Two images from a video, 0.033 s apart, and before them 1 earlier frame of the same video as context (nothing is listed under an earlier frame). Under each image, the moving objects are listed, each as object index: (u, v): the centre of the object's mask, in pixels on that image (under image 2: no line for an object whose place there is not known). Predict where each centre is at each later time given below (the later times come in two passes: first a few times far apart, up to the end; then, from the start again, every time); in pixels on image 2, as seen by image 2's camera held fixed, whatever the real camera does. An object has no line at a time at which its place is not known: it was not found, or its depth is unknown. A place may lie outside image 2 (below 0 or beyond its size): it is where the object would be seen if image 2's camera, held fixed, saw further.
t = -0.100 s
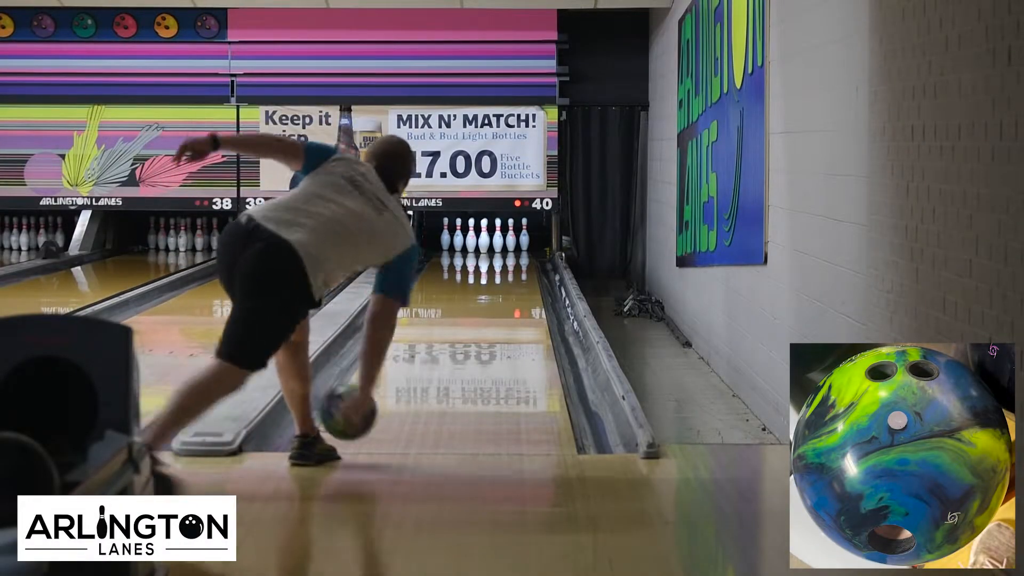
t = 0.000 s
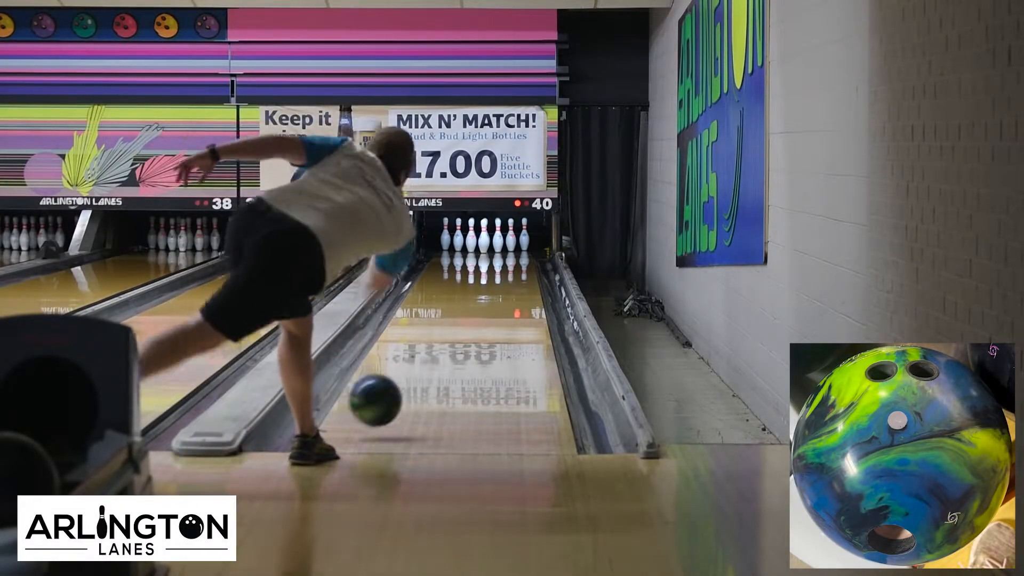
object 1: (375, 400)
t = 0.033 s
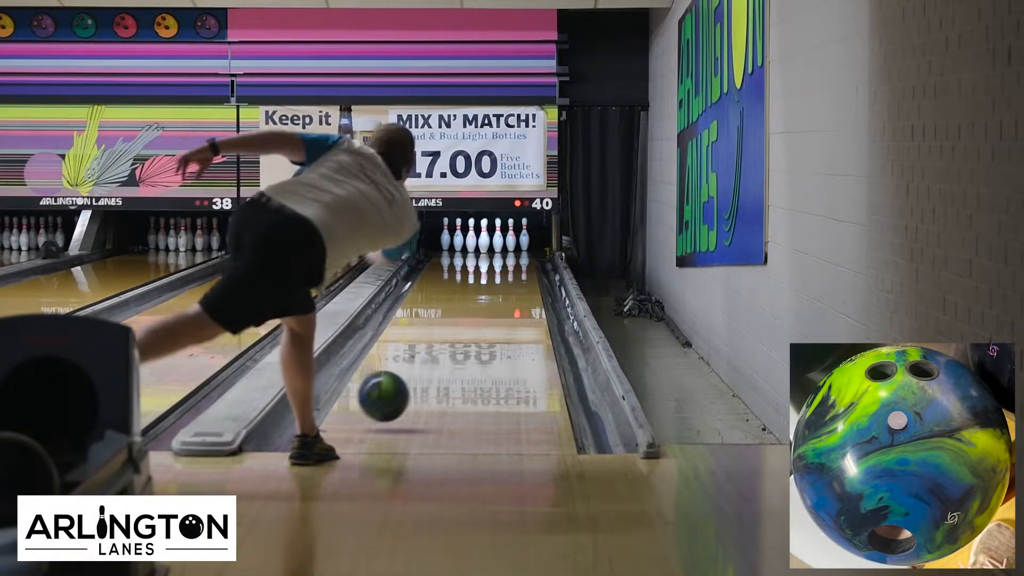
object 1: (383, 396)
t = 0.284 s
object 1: (432, 362)
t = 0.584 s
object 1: (470, 327)
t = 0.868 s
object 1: (493, 304)
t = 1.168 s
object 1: (508, 284)
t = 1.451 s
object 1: (514, 270)
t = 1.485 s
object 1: (514, 268)
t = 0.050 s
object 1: (387, 395)
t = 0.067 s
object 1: (391, 395)
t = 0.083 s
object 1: (395, 395)
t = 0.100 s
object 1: (398, 391)
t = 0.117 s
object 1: (401, 388)
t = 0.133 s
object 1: (405, 386)
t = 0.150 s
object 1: (408, 383)
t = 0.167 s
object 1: (412, 380)
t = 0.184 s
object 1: (415, 378)
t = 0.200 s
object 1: (418, 375)
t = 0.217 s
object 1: (421, 372)
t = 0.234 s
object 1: (423, 370)
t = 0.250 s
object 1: (426, 367)
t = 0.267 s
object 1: (429, 364)
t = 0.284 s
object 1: (432, 362)
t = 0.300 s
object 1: (434, 359)
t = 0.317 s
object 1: (437, 357)
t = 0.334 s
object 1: (439, 355)
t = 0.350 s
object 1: (441, 353)
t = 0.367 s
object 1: (444, 351)
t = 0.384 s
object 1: (446, 349)
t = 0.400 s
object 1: (448, 347)
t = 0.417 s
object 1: (451, 345)
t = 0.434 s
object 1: (453, 343)
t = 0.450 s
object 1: (455, 341)
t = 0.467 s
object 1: (457, 339)
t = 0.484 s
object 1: (459, 337)
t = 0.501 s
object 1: (461, 335)
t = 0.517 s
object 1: (463, 334)
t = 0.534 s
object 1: (464, 332)
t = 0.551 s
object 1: (466, 330)
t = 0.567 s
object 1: (468, 328)
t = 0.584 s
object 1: (470, 327)
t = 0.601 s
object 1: (472, 325)
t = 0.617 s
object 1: (473, 324)
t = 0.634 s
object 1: (475, 323)
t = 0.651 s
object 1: (476, 321)
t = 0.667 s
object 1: (478, 320)
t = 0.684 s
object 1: (479, 318)
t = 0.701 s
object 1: (481, 317)
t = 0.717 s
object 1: (482, 315)
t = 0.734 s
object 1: (484, 313)
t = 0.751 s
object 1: (485, 312)
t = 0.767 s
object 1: (486, 311)
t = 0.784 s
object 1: (487, 310)
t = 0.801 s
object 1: (489, 308)
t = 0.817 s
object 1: (490, 307)
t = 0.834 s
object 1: (491, 306)
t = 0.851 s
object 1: (492, 305)
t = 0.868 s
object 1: (493, 304)
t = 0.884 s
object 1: (494, 302)
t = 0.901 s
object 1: (496, 301)
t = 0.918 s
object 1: (497, 300)
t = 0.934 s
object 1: (497, 299)
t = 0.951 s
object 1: (498, 297)
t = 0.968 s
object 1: (499, 296)
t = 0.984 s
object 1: (500, 296)
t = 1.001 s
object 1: (501, 294)
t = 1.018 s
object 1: (502, 294)
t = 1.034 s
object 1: (503, 292)
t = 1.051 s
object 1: (504, 291)
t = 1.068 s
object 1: (504, 290)
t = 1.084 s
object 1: (505, 289)
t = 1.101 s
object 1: (505, 288)
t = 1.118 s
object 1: (506, 287)
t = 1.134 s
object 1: (507, 286)
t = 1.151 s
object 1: (507, 285)
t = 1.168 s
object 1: (508, 284)
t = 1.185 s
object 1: (508, 283)
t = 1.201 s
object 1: (509, 282)
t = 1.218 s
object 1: (509, 281)
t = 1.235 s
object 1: (510, 280)
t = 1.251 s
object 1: (511, 279)
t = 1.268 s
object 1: (511, 278)
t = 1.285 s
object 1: (512, 277)
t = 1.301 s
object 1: (512, 277)
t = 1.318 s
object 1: (512, 276)
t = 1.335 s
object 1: (513, 275)
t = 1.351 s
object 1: (513, 274)
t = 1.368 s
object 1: (513, 273)
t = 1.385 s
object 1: (513, 273)
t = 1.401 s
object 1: (513, 272)
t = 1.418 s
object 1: (514, 271)
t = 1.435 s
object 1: (513, 271)
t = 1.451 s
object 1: (514, 270)
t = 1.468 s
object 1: (514, 269)
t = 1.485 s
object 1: (514, 268)
